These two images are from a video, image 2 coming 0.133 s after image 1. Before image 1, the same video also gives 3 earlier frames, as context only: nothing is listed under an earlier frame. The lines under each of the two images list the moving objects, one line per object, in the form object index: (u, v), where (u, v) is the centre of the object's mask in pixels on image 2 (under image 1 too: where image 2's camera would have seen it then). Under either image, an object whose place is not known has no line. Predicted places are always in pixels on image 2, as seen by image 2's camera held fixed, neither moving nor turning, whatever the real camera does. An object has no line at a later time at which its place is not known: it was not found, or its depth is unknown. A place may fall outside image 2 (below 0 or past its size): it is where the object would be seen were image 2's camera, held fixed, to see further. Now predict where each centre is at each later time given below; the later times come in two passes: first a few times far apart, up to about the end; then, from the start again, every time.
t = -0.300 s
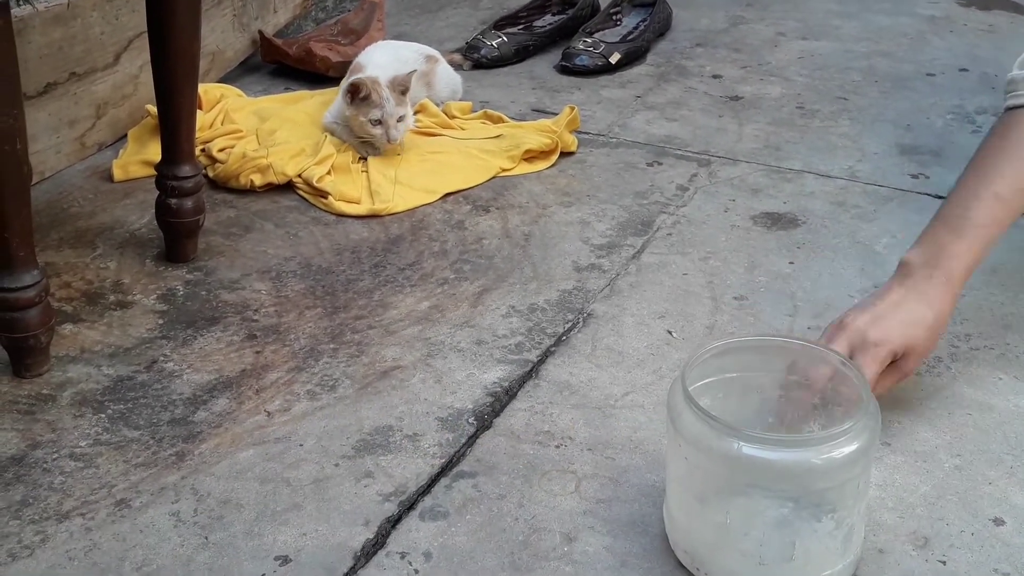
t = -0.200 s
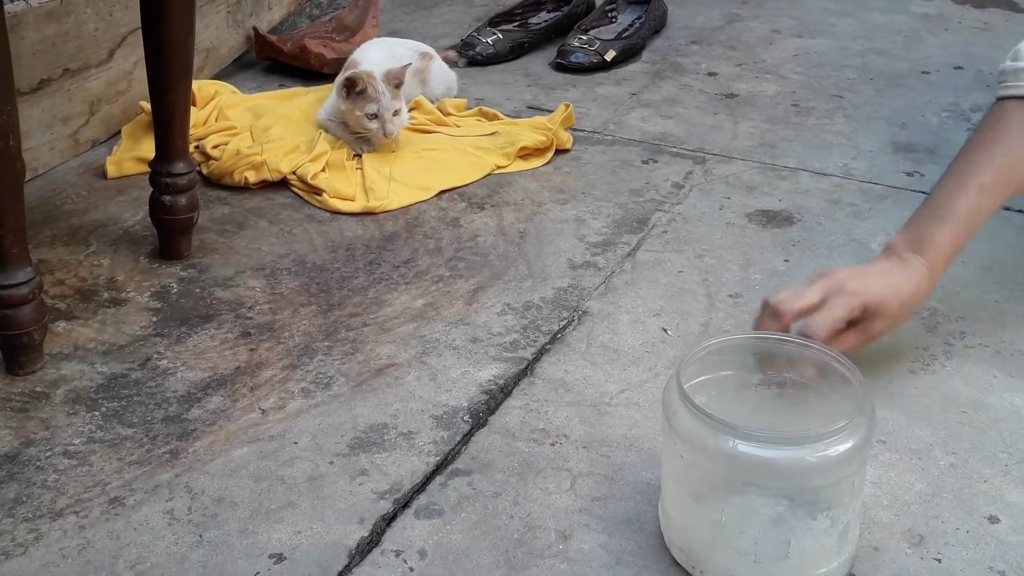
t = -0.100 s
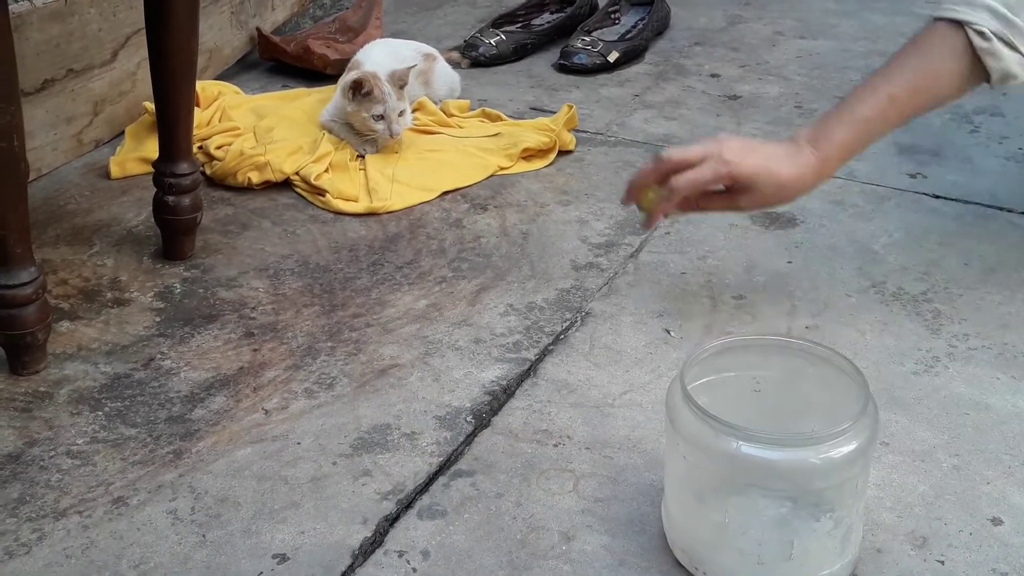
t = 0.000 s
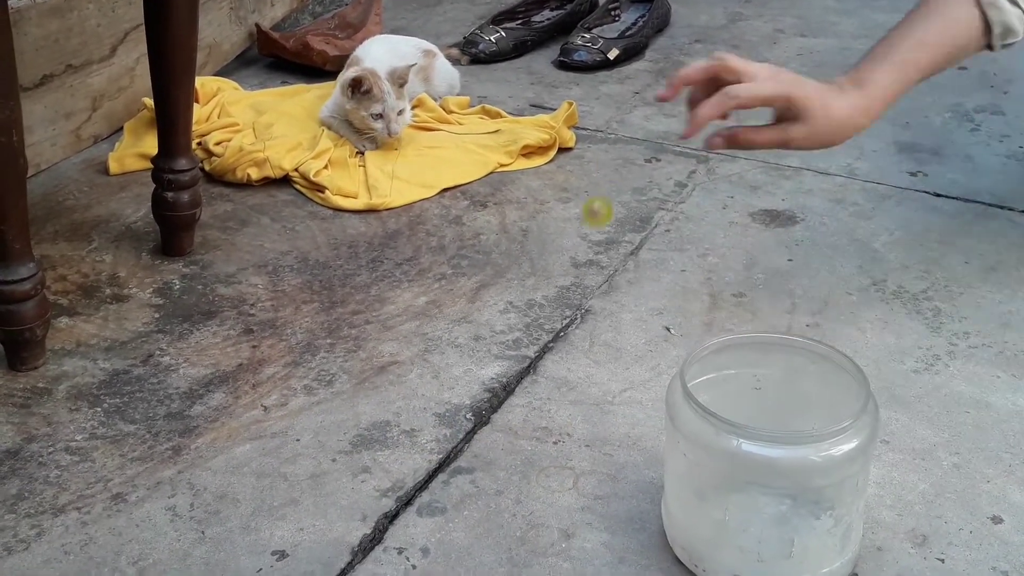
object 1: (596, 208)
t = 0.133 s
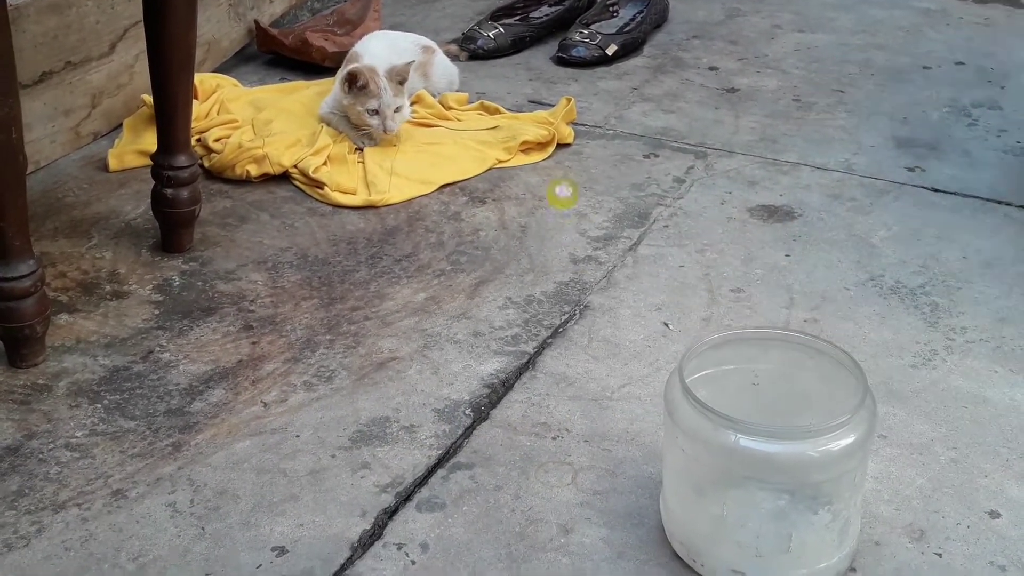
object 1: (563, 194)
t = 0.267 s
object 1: (533, 228)
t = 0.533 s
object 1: (481, 316)
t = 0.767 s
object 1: (461, 410)
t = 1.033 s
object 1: (486, 477)
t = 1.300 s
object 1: (564, 572)
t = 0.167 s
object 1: (554, 239)
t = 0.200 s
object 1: (545, 286)
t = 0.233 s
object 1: (539, 238)
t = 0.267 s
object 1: (533, 228)
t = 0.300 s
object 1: (526, 264)
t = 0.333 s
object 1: (519, 314)
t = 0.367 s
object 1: (514, 272)
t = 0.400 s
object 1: (510, 266)
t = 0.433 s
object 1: (505, 286)
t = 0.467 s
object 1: (499, 348)
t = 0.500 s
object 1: (490, 311)
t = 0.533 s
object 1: (481, 316)
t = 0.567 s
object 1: (473, 370)
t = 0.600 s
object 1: (468, 348)
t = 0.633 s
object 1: (464, 350)
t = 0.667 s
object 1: (462, 401)
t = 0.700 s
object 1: (460, 379)
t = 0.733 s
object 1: (460, 378)
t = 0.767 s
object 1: (461, 410)
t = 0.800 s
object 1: (459, 405)
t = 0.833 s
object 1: (458, 408)
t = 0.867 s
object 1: (459, 435)
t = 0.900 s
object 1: (463, 427)
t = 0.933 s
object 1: (468, 466)
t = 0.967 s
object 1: (473, 450)
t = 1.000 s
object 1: (480, 483)
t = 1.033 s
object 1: (486, 477)
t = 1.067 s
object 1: (491, 493)
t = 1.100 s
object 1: (498, 497)
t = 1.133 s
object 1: (508, 522)
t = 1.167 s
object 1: (519, 525)
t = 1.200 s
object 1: (531, 537)
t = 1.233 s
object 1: (541, 556)
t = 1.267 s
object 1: (552, 568)
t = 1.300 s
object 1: (564, 572)
